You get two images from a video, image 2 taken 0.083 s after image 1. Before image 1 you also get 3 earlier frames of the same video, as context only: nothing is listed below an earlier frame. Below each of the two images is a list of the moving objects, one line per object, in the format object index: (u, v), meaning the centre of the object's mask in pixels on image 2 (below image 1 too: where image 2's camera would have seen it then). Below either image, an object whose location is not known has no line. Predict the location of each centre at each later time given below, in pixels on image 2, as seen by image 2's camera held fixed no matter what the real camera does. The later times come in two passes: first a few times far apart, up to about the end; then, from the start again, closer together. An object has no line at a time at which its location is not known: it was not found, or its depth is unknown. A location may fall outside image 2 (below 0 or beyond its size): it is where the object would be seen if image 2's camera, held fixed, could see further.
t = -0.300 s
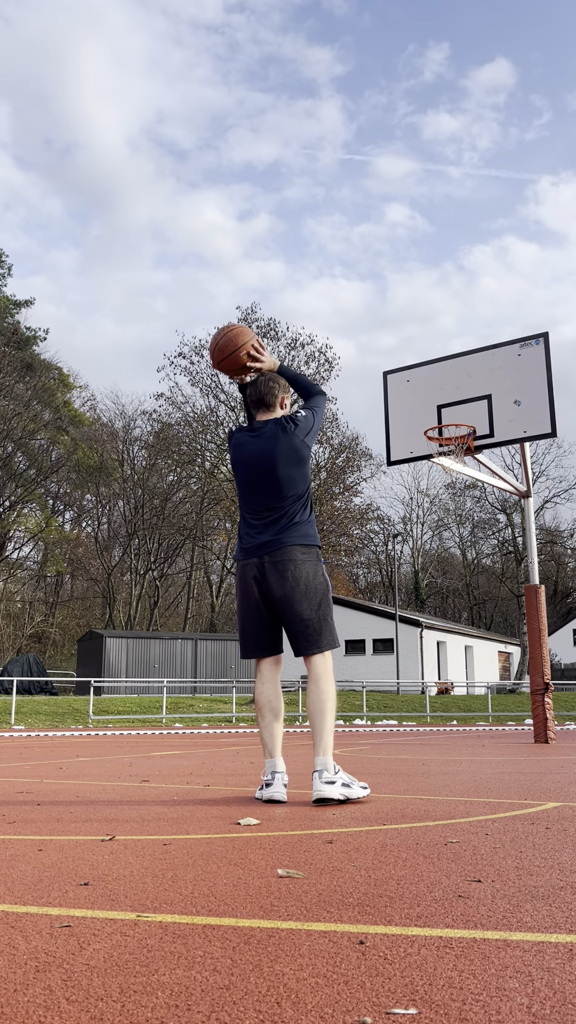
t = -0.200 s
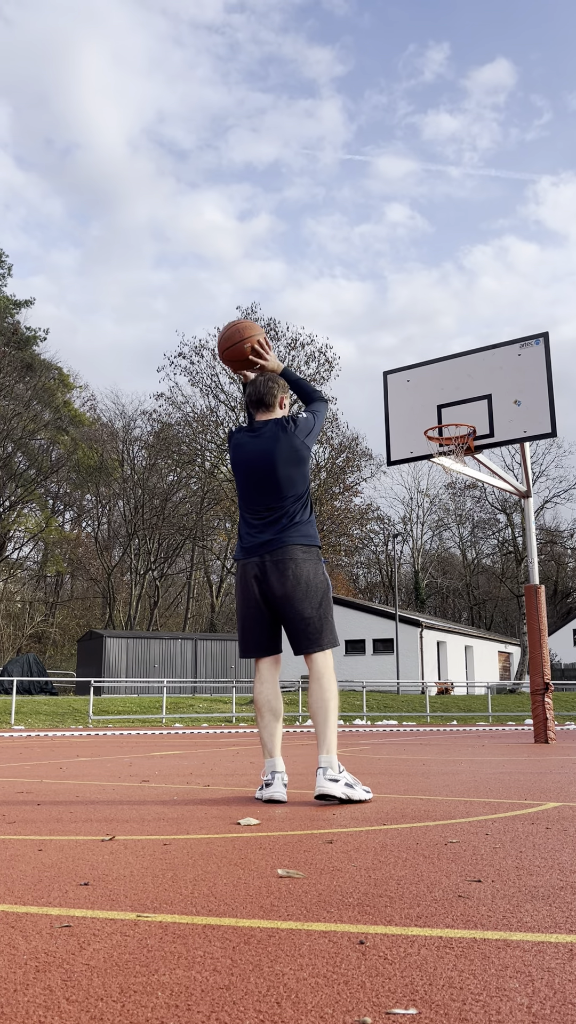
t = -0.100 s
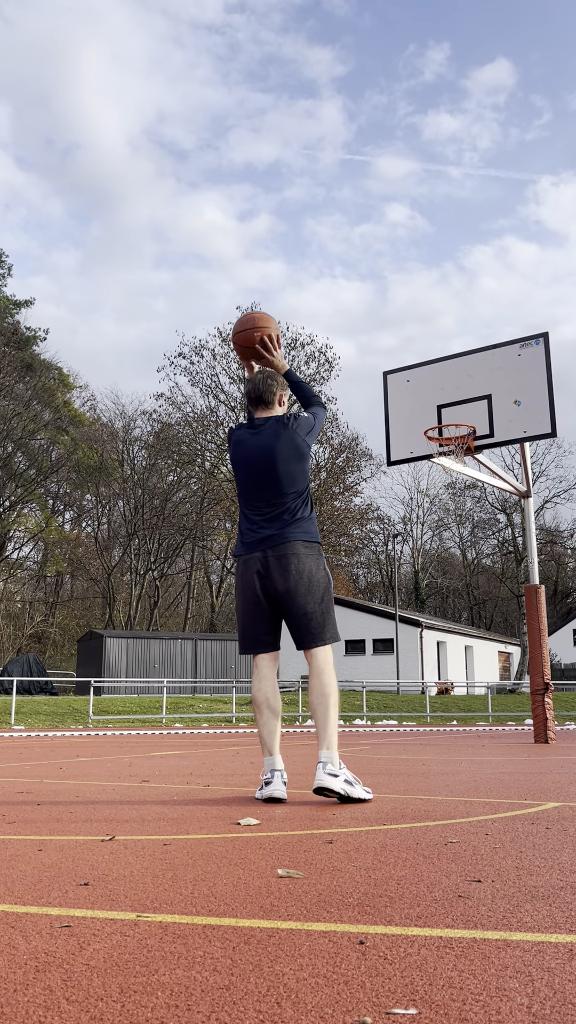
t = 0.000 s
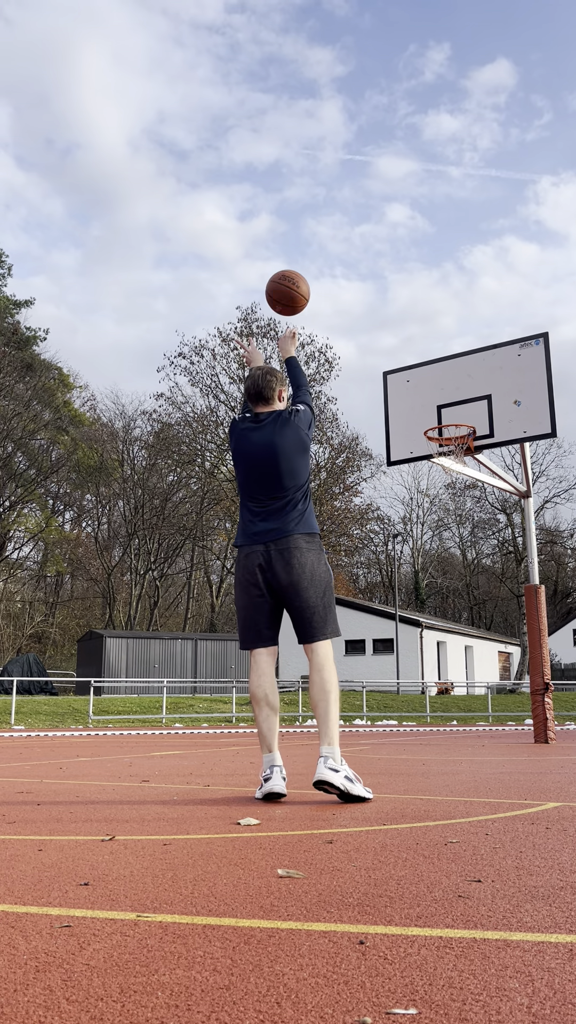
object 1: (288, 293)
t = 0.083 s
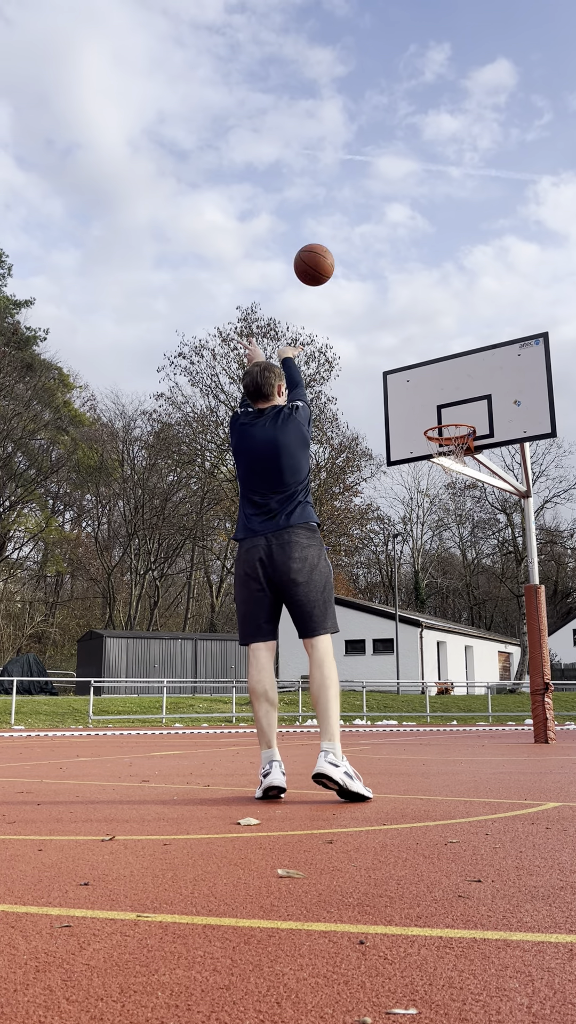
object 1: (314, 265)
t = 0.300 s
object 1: (366, 252)
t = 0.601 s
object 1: (416, 322)
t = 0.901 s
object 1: (451, 448)
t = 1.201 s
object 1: (434, 454)
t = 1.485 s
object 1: (457, 465)
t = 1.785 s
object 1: (487, 545)
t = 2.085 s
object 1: (524, 723)
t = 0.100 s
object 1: (319, 261)
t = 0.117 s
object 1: (323, 258)
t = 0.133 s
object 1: (328, 255)
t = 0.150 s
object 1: (332, 253)
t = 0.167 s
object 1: (336, 251)
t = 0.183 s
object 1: (340, 250)
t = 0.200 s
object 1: (344, 249)
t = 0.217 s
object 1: (348, 249)
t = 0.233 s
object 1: (352, 249)
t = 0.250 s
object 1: (356, 249)
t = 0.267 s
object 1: (359, 250)
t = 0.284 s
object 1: (363, 251)
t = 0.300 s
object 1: (366, 252)
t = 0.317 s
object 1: (370, 254)
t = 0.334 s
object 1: (373, 256)
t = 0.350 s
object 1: (376, 258)
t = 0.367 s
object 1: (379, 261)
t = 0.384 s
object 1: (382, 264)
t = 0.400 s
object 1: (385, 267)
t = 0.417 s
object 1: (388, 271)
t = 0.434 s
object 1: (391, 274)
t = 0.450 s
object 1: (394, 278)
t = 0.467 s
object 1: (396, 282)
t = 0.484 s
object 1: (399, 287)
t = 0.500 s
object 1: (401, 291)
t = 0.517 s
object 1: (404, 296)
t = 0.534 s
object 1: (407, 301)
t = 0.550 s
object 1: (409, 306)
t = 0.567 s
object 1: (412, 311)
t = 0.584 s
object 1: (414, 317)
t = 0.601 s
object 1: (416, 322)
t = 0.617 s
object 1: (419, 328)
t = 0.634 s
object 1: (421, 334)
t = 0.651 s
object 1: (423, 341)
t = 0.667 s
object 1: (425, 347)
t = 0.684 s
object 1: (427, 354)
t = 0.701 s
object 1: (430, 361)
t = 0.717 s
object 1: (431, 368)
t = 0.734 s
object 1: (433, 375)
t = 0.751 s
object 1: (435, 382)
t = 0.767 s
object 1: (437, 390)
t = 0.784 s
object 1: (439, 397)
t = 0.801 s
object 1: (441, 405)
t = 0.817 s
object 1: (443, 413)
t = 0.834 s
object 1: (445, 419)
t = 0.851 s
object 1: (447, 428)
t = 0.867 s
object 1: (448, 435)
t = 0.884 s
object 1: (452, 442)
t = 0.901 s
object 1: (451, 448)
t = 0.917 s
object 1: (453, 453)
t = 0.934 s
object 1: (452, 457)
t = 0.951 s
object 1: (449, 460)
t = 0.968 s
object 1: (448, 460)
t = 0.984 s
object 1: (446, 459)
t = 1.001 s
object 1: (444, 459)
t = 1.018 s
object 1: (442, 458)
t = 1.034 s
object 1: (440, 458)
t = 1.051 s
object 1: (438, 457)
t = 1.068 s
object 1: (437, 457)
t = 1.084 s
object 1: (435, 457)
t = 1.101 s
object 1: (435, 457)
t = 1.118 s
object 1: (434, 457)
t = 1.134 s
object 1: (433, 456)
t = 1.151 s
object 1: (433, 456)
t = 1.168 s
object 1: (433, 455)
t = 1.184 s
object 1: (433, 455)
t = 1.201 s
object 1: (434, 454)
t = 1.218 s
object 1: (434, 454)
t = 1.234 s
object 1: (434, 454)
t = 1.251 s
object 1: (435, 454)
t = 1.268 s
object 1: (436, 454)
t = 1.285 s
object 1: (437, 454)
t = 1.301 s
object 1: (438, 454)
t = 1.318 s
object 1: (440, 454)
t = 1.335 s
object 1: (441, 455)
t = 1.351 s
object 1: (443, 455)
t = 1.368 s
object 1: (444, 455)
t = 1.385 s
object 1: (447, 456)
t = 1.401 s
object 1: (448, 457)
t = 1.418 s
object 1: (450, 458)
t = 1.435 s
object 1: (451, 458)
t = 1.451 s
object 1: (454, 462)
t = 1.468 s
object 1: (456, 463)
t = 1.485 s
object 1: (457, 465)
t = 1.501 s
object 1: (459, 466)
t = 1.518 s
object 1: (460, 468)
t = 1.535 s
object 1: (462, 471)
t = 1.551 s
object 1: (463, 474)
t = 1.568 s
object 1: (465, 478)
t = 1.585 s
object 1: (467, 481)
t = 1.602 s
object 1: (468, 485)
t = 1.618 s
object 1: (470, 489)
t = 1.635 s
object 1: (472, 493)
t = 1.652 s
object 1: (473, 498)
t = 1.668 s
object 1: (475, 503)
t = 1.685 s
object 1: (477, 508)
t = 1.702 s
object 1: (478, 514)
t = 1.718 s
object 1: (481, 519)
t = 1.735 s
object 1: (482, 525)
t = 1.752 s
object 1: (484, 532)
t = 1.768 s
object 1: (486, 538)
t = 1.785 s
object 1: (487, 545)
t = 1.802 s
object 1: (489, 553)
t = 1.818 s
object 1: (491, 560)
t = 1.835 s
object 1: (493, 568)
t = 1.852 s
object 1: (495, 576)
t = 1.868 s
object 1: (497, 585)
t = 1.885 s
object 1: (499, 593)
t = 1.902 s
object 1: (501, 602)
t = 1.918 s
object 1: (503, 612)
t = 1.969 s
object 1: (509, 642)
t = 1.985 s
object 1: (511, 652)
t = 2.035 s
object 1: (517, 687)
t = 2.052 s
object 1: (520, 698)
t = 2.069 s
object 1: (522, 711)
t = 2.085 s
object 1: (524, 723)
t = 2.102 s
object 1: (526, 736)
